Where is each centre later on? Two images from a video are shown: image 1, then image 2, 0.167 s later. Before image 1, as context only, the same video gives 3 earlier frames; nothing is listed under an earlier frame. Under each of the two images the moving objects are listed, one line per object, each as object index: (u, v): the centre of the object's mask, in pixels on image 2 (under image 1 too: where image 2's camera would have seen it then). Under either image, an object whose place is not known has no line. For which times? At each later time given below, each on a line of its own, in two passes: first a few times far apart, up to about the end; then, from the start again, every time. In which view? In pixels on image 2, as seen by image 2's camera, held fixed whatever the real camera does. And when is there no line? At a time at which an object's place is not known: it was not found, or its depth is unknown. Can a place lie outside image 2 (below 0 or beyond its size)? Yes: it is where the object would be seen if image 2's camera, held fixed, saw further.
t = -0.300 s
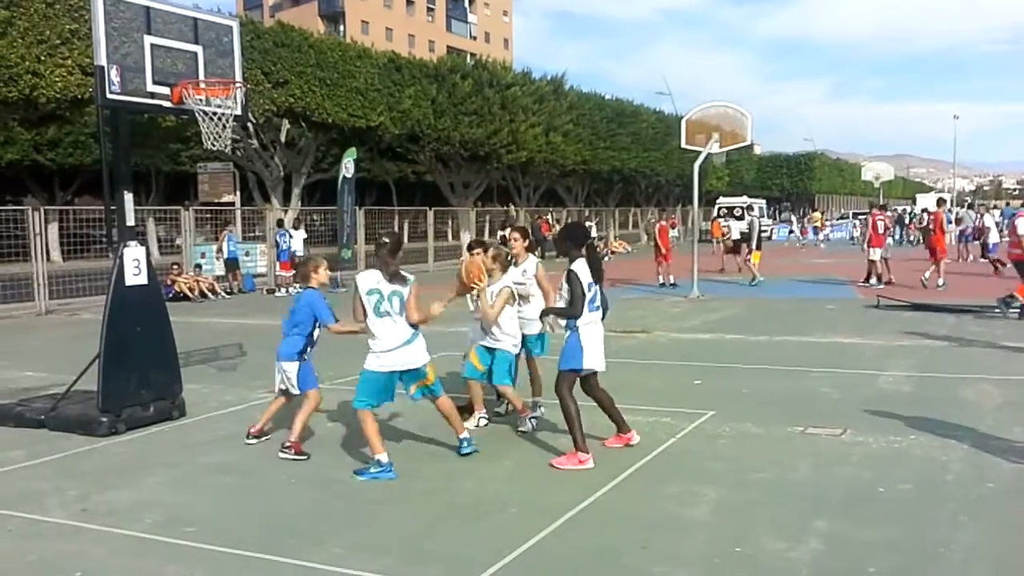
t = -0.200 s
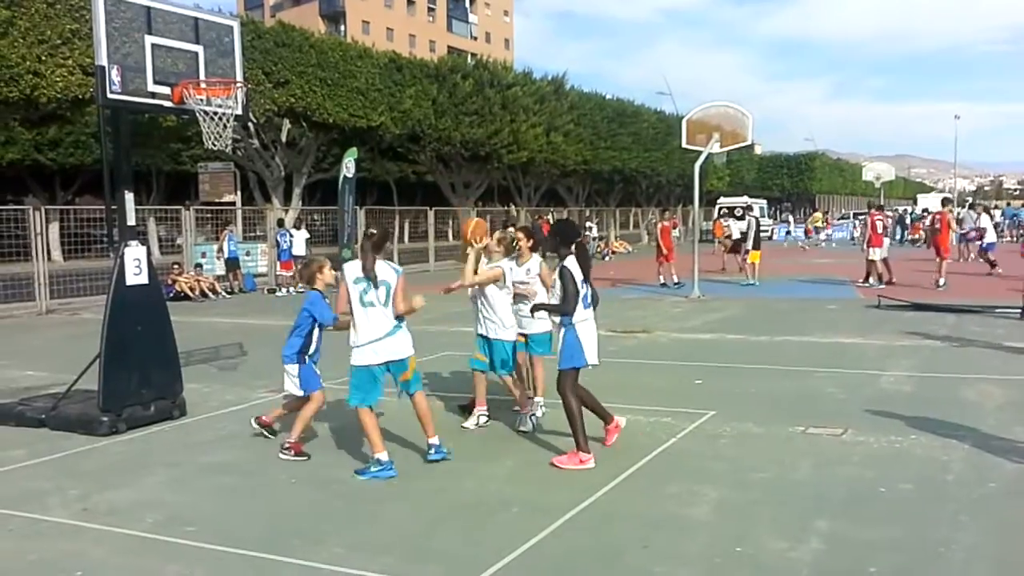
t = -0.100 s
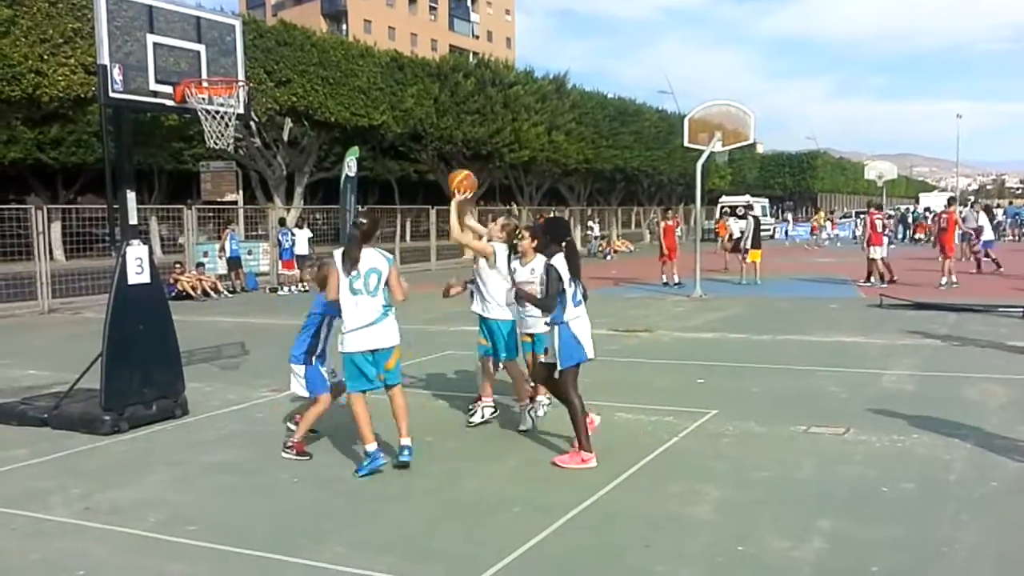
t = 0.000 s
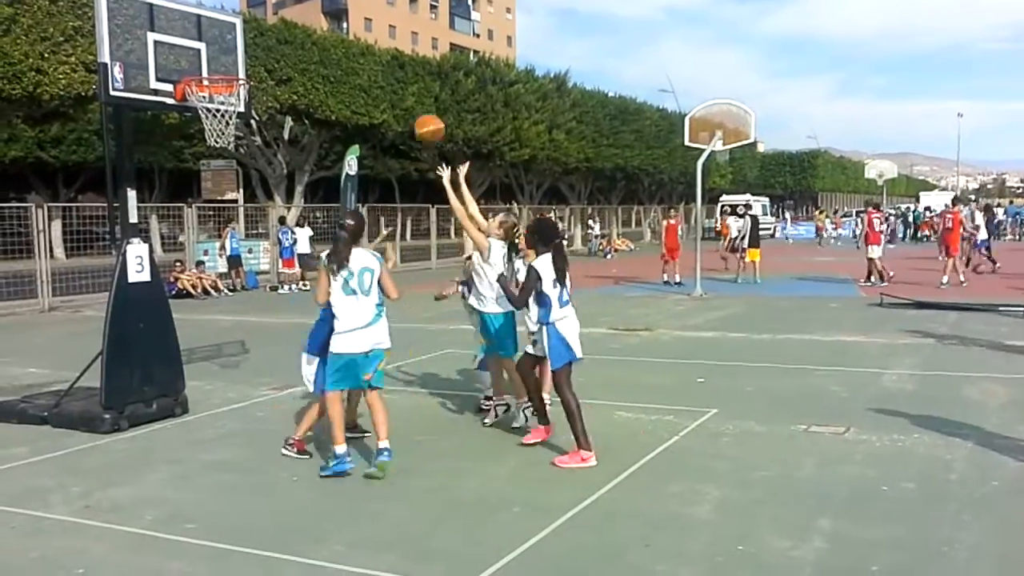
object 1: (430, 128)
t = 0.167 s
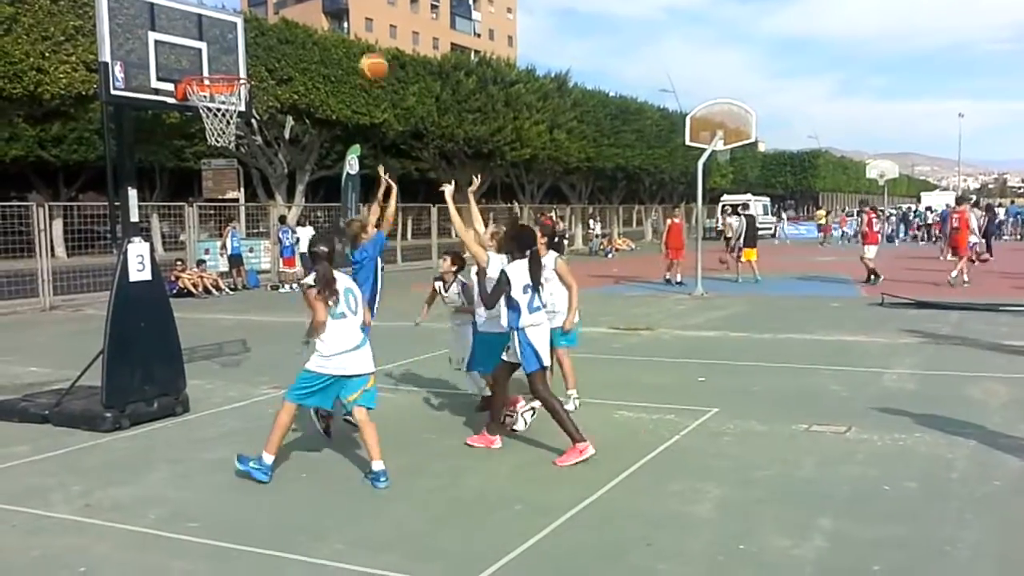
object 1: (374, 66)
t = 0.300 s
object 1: (329, 45)
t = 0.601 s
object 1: (271, 62)
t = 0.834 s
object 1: (327, 84)
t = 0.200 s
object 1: (361, 59)
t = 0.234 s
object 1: (352, 51)
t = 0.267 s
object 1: (341, 48)
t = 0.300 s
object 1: (329, 45)
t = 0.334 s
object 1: (318, 43)
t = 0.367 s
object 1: (308, 43)
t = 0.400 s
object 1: (296, 45)
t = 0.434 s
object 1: (287, 49)
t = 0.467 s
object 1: (276, 53)
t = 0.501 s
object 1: (266, 59)
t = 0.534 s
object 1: (257, 67)
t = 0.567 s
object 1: (263, 63)
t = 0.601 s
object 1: (271, 62)
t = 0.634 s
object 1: (279, 61)
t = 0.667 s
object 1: (287, 60)
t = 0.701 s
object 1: (294, 61)
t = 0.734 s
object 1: (303, 64)
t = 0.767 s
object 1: (312, 71)
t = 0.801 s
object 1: (319, 77)
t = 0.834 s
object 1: (327, 84)
